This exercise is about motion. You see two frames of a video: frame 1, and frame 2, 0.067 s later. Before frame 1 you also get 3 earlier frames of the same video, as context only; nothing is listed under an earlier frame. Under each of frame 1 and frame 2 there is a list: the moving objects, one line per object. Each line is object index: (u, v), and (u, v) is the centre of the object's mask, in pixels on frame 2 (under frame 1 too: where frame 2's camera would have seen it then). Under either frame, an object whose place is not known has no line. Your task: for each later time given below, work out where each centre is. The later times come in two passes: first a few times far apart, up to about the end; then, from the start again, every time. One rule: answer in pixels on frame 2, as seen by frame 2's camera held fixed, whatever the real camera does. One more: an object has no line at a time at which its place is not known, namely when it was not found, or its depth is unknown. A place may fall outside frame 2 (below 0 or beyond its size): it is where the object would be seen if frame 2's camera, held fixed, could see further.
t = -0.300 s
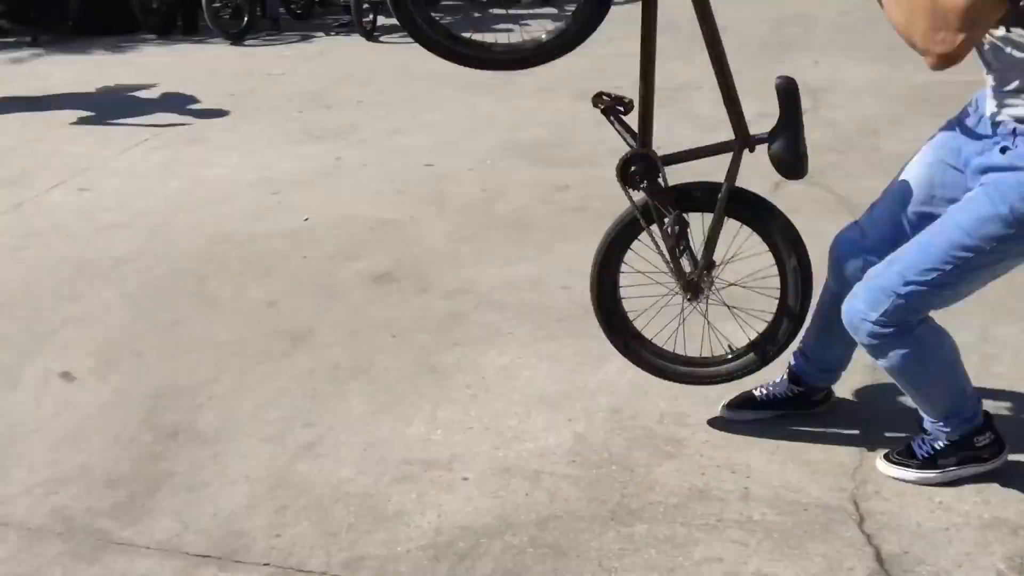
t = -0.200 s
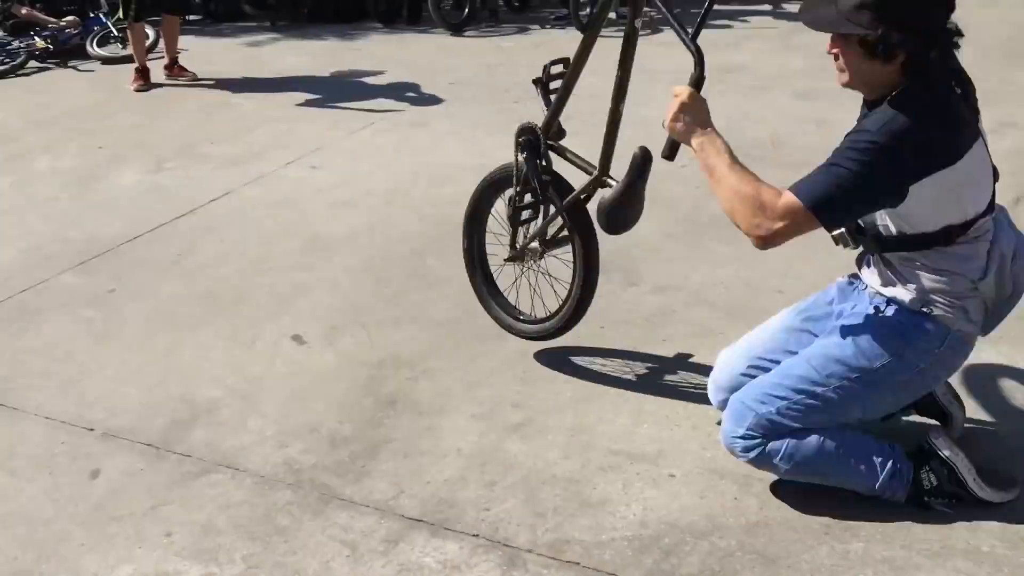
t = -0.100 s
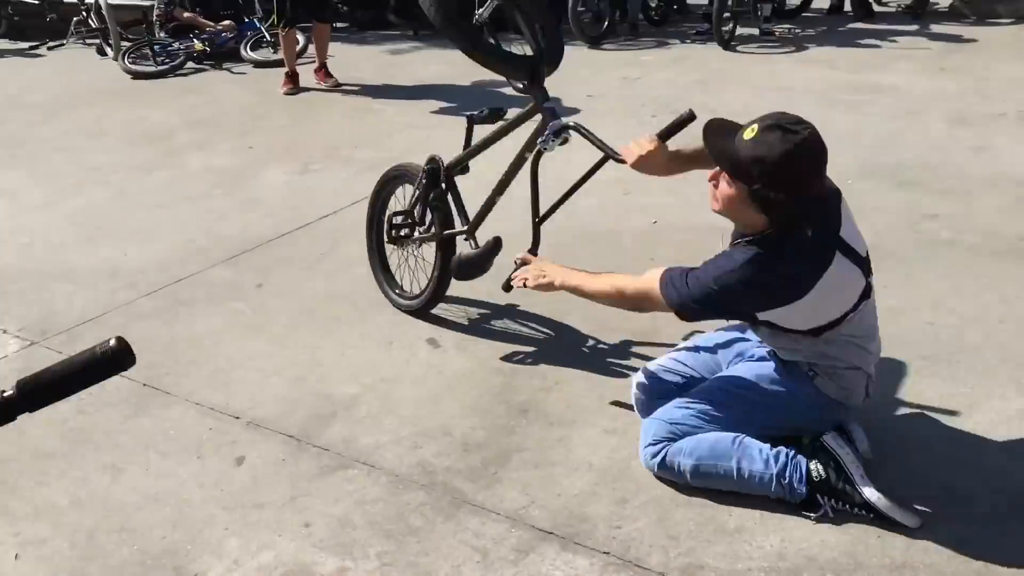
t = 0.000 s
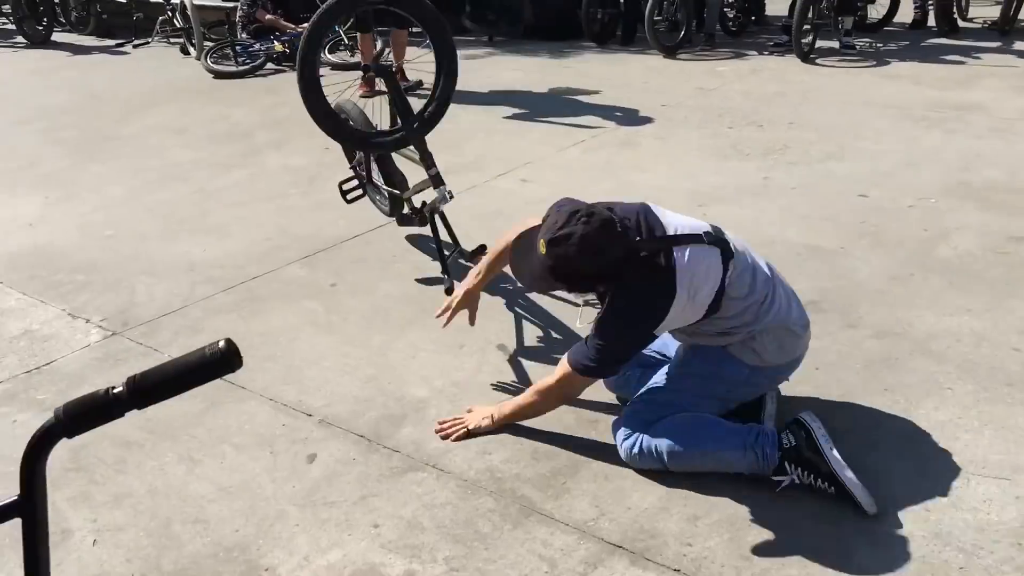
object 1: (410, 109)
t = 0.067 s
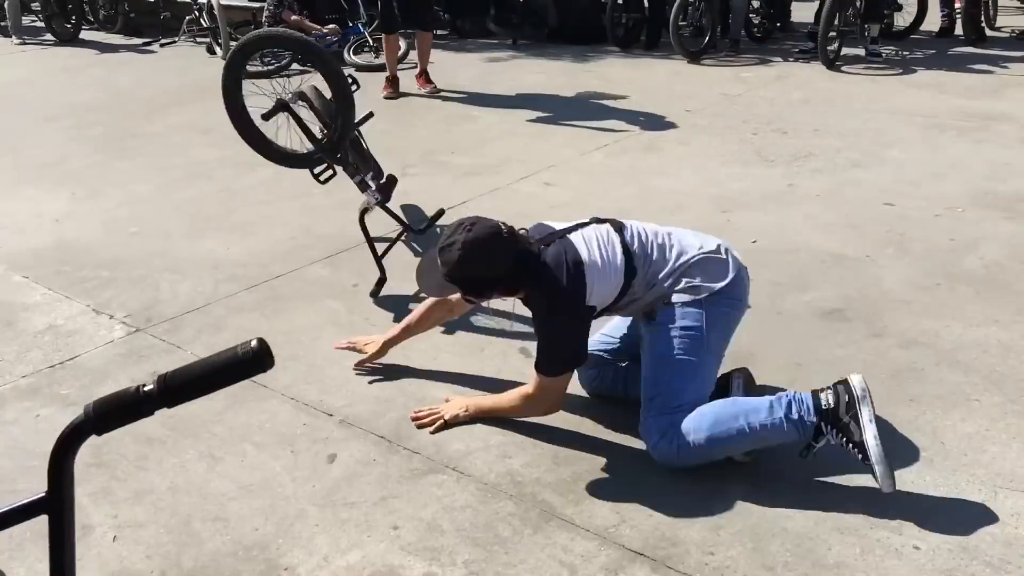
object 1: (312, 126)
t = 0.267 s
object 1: (129, 122)
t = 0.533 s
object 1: (30, 52)
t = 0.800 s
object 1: (-23, 26)
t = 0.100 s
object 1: (260, 121)
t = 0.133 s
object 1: (230, 127)
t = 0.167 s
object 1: (214, 129)
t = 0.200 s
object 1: (210, 125)
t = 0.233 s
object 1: (161, 125)
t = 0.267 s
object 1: (129, 122)
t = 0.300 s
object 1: (126, 120)
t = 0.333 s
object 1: (103, 124)
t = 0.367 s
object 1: (86, 120)
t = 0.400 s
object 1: (74, 98)
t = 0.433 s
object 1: (62, 86)
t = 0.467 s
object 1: (57, 75)
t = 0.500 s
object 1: (39, 59)
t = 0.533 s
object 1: (30, 52)
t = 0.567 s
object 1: (23, 47)
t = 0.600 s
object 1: (16, 44)
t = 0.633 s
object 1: (10, 43)
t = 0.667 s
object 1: (3, 39)
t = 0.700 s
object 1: (-1, 37)
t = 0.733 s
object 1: (-6, 36)
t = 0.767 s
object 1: (-13, 31)
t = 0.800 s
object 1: (-23, 26)
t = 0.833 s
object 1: (-32, 21)
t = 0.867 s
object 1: (-36, 20)
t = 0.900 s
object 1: (-41, 20)
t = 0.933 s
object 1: (-46, 21)
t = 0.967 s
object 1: (-51, 23)
